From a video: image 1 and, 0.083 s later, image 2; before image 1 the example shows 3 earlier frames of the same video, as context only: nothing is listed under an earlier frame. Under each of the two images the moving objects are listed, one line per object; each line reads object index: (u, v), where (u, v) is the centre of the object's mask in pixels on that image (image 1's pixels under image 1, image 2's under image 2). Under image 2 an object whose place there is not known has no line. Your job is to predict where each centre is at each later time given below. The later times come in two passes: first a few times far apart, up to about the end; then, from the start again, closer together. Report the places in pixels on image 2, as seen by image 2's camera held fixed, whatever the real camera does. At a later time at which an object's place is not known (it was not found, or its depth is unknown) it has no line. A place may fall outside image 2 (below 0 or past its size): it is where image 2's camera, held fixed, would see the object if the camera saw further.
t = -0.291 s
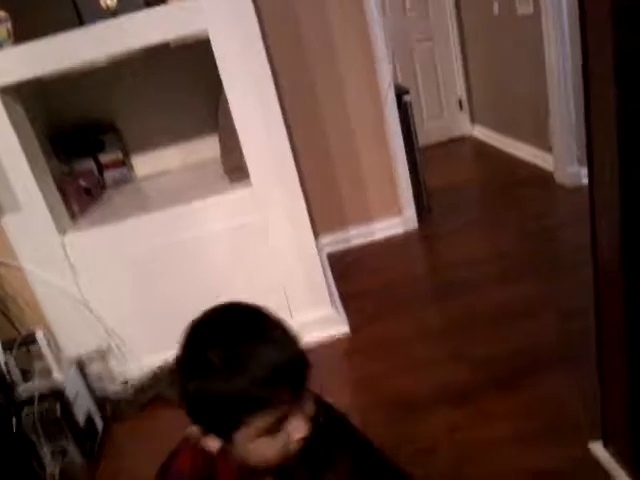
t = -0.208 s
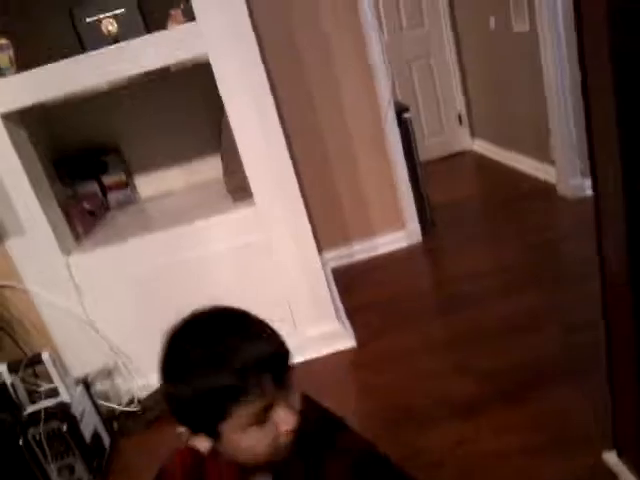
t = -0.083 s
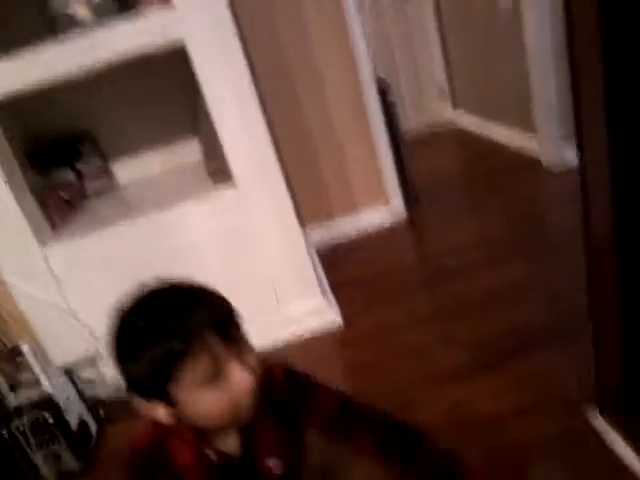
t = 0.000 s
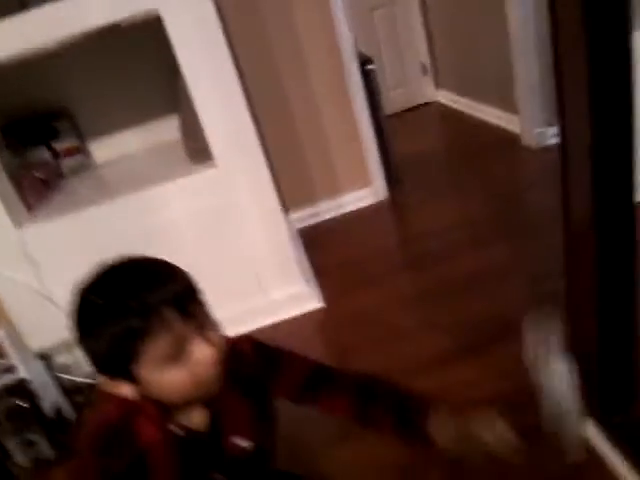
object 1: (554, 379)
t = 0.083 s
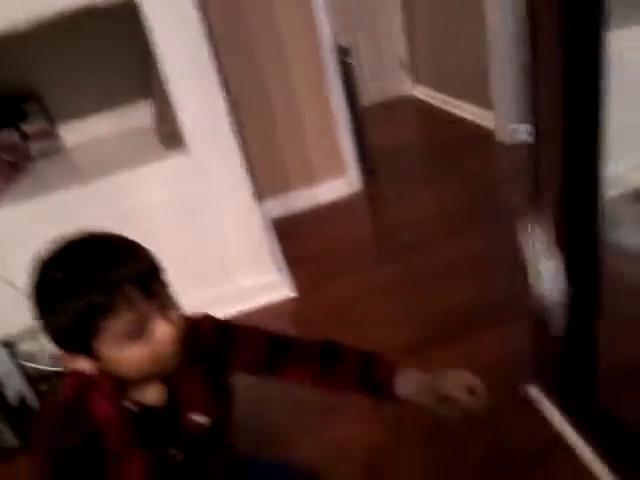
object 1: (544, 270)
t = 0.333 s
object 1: (473, 239)
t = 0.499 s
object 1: (446, 313)
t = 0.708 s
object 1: (428, 299)
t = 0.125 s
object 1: (538, 238)
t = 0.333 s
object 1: (473, 239)
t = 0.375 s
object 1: (461, 256)
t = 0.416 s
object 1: (454, 279)
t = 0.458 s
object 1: (448, 305)
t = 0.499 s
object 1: (446, 313)
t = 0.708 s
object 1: (428, 299)
